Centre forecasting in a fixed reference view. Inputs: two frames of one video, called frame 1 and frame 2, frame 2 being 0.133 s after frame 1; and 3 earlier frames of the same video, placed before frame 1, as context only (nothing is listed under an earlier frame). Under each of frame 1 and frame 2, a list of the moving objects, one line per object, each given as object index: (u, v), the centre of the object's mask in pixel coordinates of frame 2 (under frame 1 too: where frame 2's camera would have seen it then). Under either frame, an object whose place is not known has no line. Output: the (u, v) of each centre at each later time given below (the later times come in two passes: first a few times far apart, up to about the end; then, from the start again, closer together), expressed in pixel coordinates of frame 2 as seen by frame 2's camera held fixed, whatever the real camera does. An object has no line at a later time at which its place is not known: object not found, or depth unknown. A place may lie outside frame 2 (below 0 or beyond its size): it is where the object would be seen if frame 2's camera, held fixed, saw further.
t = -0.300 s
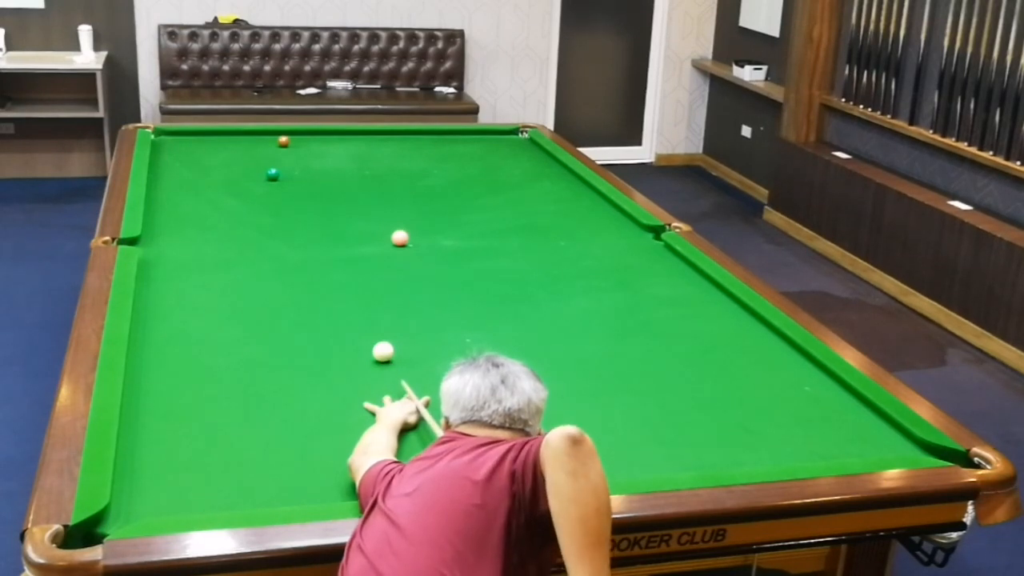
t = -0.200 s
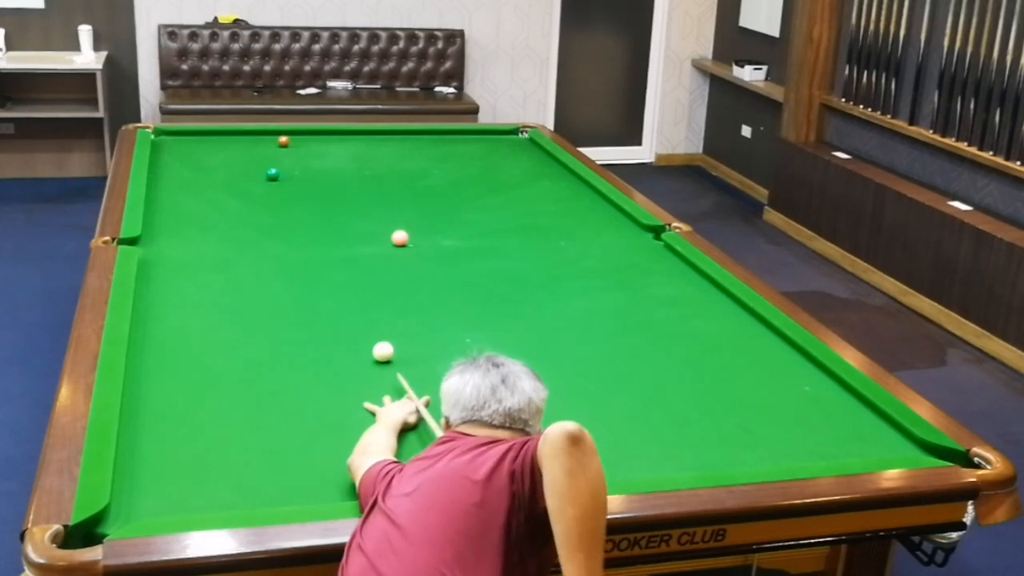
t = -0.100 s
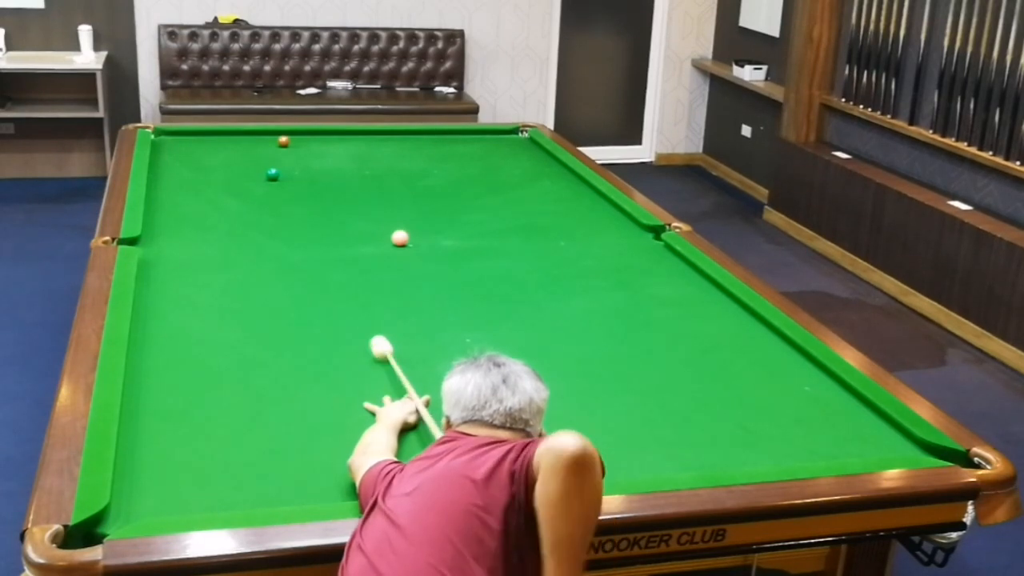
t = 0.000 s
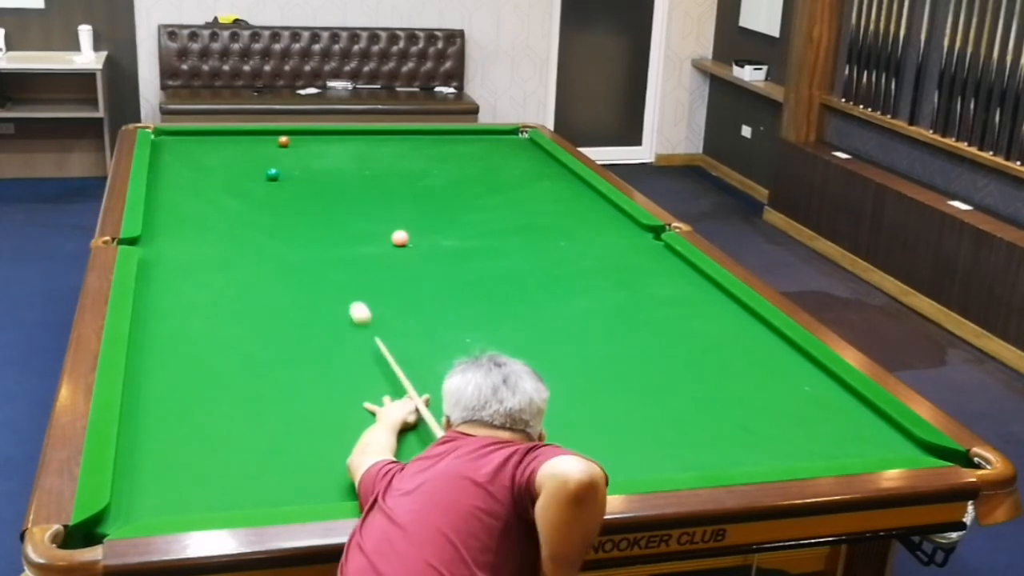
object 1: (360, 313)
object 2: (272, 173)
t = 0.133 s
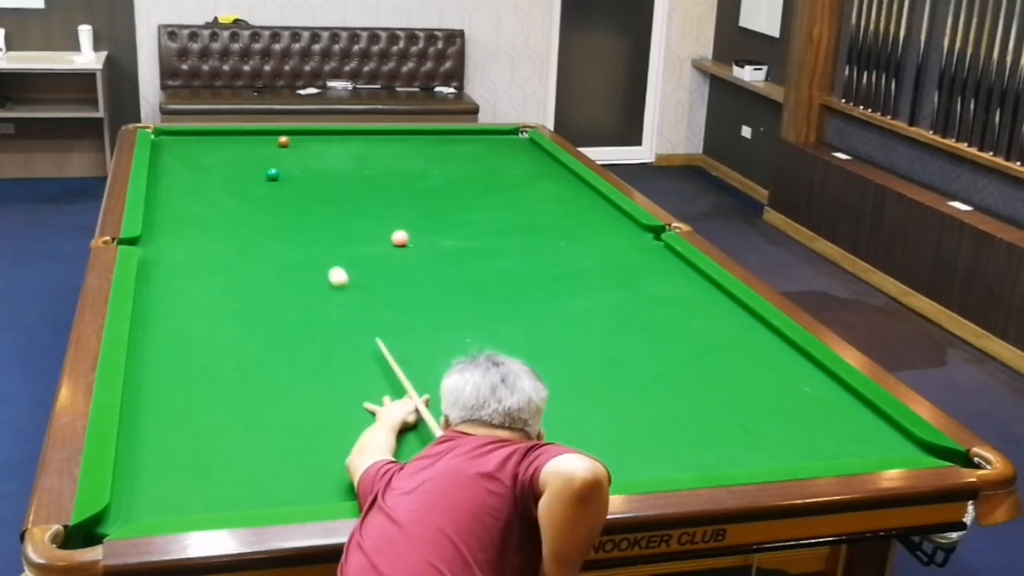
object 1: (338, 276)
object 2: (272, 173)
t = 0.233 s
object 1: (325, 255)
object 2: (272, 173)
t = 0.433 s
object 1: (304, 219)
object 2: (272, 173)
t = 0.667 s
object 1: (284, 184)
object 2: (272, 173)
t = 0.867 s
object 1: (301, 172)
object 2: (243, 162)
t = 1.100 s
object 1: (326, 161)
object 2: (208, 149)
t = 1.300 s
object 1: (345, 153)
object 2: (182, 138)
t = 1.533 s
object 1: (365, 145)
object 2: (158, 133)
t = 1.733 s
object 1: (381, 138)
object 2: (166, 133)
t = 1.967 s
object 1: (399, 132)
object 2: (169, 136)
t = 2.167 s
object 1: (423, 136)
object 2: (171, 138)
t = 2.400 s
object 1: (450, 141)
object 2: (174, 141)
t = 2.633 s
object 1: (477, 145)
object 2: (177, 144)
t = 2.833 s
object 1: (499, 149)
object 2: (178, 146)
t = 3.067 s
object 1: (526, 153)
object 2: (181, 148)
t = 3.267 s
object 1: (547, 157)
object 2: (182, 150)
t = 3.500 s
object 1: (547, 160)
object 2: (184, 151)
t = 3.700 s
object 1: (540, 163)
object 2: (185, 153)
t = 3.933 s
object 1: (532, 166)
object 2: (187, 154)
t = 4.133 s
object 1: (525, 169)
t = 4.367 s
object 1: (518, 172)
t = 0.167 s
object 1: (333, 269)
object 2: (272, 173)
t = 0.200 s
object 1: (329, 262)
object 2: (272, 173)
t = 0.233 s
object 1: (325, 255)
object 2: (272, 173)
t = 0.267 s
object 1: (321, 249)
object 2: (272, 173)
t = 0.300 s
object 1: (318, 242)
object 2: (272, 173)
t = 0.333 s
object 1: (314, 236)
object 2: (272, 173)
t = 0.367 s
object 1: (311, 230)
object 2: (272, 173)
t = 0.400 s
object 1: (307, 224)
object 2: (272, 173)
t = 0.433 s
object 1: (304, 219)
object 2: (272, 173)
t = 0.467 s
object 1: (301, 213)
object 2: (272, 173)
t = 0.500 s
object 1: (298, 208)
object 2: (272, 173)
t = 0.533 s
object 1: (295, 203)
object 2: (272, 173)
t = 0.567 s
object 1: (292, 198)
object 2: (272, 173)
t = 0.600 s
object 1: (289, 193)
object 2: (272, 173)
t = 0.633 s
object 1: (286, 188)
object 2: (272, 173)
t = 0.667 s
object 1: (284, 184)
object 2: (272, 173)
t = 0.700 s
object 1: (281, 180)
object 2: (271, 173)
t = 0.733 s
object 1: (280, 176)
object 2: (269, 172)
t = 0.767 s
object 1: (286, 175)
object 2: (263, 170)
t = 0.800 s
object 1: (291, 174)
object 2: (256, 167)
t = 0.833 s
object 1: (296, 173)
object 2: (249, 165)
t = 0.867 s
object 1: (301, 172)
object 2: (243, 162)
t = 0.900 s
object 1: (305, 170)
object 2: (238, 160)
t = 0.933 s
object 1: (309, 169)
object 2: (232, 158)
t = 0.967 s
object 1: (312, 167)
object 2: (227, 156)
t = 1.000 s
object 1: (316, 166)
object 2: (222, 154)
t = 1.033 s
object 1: (319, 165)
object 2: (217, 152)
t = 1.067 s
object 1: (322, 163)
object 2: (213, 150)
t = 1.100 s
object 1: (326, 161)
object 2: (208, 149)
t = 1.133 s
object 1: (329, 160)
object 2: (204, 147)
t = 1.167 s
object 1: (332, 159)
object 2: (199, 145)
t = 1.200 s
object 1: (336, 157)
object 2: (195, 143)
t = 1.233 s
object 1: (339, 156)
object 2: (191, 142)
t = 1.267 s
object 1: (342, 155)
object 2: (186, 140)
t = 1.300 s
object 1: (345, 153)
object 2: (182, 138)
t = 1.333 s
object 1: (348, 152)
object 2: (178, 136)
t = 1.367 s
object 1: (351, 150)
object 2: (174, 135)
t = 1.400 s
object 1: (354, 149)
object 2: (170, 134)
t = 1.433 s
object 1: (357, 148)
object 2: (166, 133)
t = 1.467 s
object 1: (359, 147)
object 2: (160, 132)
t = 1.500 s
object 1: (362, 146)
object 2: (157, 133)
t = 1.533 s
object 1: (365, 145)
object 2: (158, 133)
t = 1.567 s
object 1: (368, 143)
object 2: (160, 132)
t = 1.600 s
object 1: (370, 142)
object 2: (163, 132)
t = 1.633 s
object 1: (373, 141)
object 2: (164, 132)
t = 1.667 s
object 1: (376, 140)
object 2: (165, 133)
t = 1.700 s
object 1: (378, 139)
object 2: (165, 133)
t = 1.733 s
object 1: (381, 138)
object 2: (166, 133)
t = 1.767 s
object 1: (383, 137)
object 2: (166, 134)
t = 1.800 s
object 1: (385, 136)
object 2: (167, 134)
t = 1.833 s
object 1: (388, 135)
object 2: (167, 135)
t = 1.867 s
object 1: (390, 133)
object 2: (167, 135)
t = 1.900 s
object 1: (392, 133)
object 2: (168, 136)
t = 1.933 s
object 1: (395, 132)
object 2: (168, 136)
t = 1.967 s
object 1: (399, 132)
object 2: (169, 136)
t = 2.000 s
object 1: (403, 133)
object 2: (169, 137)
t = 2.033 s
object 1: (407, 134)
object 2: (170, 137)
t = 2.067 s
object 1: (411, 134)
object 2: (170, 138)
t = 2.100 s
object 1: (415, 135)
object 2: (171, 138)
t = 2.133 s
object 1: (419, 136)
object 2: (171, 138)
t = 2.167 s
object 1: (423, 136)
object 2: (171, 138)
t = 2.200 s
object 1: (427, 137)
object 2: (172, 139)
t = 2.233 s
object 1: (431, 137)
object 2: (172, 139)
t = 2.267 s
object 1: (434, 138)
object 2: (172, 140)
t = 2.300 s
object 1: (438, 139)
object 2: (173, 140)
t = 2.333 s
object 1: (442, 140)
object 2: (173, 140)
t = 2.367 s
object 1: (446, 140)
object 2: (173, 141)
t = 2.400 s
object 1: (450, 141)
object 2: (174, 141)
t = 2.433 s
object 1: (454, 141)
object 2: (174, 141)
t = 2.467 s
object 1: (458, 142)
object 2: (175, 142)
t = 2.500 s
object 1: (462, 143)
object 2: (175, 142)
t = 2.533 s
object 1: (465, 143)
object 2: (175, 142)
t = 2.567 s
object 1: (469, 144)
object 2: (176, 143)
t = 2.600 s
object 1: (473, 145)
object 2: (176, 143)
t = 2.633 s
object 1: (477, 145)
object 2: (177, 144)
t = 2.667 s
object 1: (481, 146)
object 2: (177, 144)
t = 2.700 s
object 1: (485, 147)
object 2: (177, 145)
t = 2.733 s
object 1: (488, 147)
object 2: (178, 145)
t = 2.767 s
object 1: (492, 148)
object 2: (178, 145)
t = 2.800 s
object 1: (496, 148)
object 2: (178, 146)
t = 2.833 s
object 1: (499, 149)
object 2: (178, 146)
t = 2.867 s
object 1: (503, 150)
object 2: (179, 146)
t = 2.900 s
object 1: (507, 150)
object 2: (179, 147)
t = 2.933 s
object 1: (510, 151)
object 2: (180, 147)
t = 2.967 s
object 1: (514, 151)
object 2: (180, 147)
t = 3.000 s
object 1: (518, 152)
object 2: (180, 148)
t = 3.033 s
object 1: (522, 153)
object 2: (180, 148)
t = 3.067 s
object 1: (526, 153)
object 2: (181, 148)
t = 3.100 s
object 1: (529, 154)
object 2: (181, 148)
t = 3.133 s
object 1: (532, 154)
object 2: (181, 149)
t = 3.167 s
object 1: (536, 155)
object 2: (181, 149)
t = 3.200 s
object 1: (540, 156)
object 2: (182, 149)
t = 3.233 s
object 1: (543, 157)
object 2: (182, 150)
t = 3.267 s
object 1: (547, 157)
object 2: (182, 150)
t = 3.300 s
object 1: (550, 158)
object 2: (182, 150)
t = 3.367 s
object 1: (551, 158)
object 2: (183, 150)
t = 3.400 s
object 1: (550, 159)
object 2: (183, 150)
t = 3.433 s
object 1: (549, 159)
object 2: (183, 151)
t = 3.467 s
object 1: (548, 160)
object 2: (184, 151)
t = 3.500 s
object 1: (547, 160)
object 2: (184, 151)
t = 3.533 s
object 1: (546, 161)
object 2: (184, 152)
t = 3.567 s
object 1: (544, 161)
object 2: (184, 152)
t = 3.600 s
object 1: (543, 162)
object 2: (184, 152)
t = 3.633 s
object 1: (542, 162)
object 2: (185, 152)
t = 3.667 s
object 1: (541, 163)
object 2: (185, 153)
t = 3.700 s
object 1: (540, 163)
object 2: (185, 153)
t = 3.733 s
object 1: (539, 164)
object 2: (186, 153)
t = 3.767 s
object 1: (538, 165)
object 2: (186, 153)
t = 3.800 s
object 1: (537, 165)
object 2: (186, 153)
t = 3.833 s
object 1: (536, 165)
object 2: (186, 153)
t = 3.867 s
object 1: (534, 166)
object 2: (187, 154)
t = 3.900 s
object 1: (533, 166)
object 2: (187, 154)
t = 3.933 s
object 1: (532, 166)
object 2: (187, 154)
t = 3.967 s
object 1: (531, 167)
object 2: (187, 154)
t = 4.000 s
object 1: (530, 167)
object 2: (188, 155)
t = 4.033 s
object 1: (529, 168)
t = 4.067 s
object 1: (528, 168)
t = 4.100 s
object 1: (526, 168)
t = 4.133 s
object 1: (525, 169)
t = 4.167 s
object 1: (524, 169)
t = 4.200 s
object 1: (523, 169)
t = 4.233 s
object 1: (522, 170)
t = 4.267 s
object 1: (521, 171)
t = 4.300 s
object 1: (520, 171)
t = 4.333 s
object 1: (519, 172)
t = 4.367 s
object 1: (518, 172)
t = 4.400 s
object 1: (517, 172)
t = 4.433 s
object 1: (516, 173)
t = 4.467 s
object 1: (515, 173)
